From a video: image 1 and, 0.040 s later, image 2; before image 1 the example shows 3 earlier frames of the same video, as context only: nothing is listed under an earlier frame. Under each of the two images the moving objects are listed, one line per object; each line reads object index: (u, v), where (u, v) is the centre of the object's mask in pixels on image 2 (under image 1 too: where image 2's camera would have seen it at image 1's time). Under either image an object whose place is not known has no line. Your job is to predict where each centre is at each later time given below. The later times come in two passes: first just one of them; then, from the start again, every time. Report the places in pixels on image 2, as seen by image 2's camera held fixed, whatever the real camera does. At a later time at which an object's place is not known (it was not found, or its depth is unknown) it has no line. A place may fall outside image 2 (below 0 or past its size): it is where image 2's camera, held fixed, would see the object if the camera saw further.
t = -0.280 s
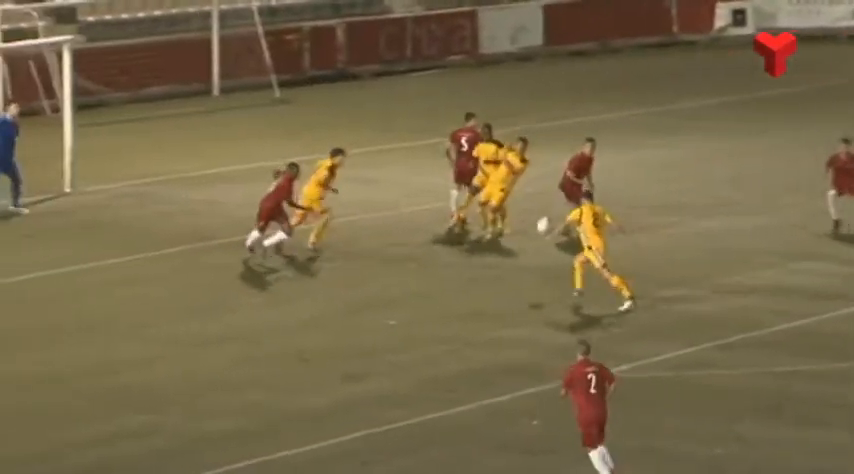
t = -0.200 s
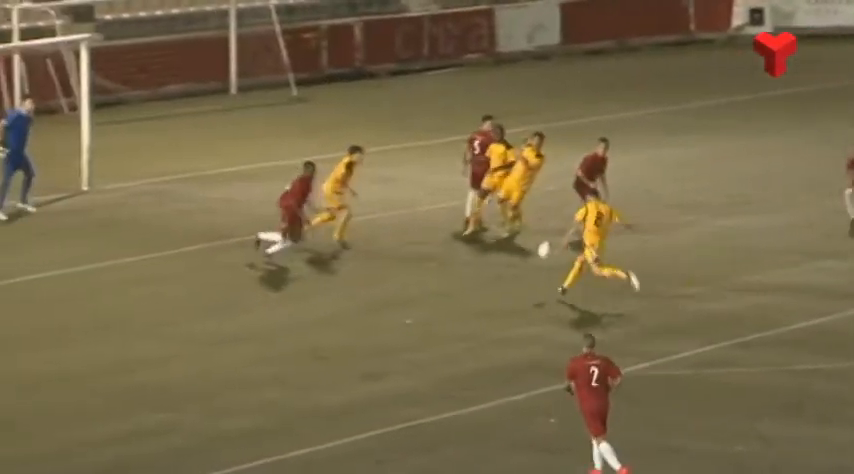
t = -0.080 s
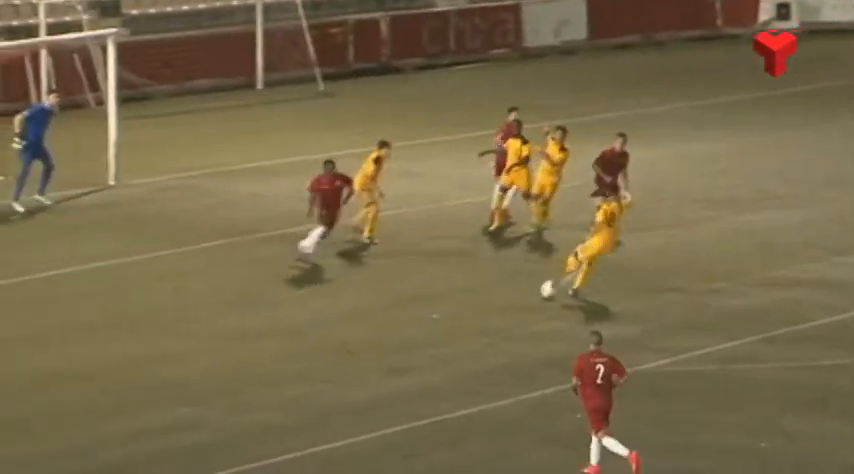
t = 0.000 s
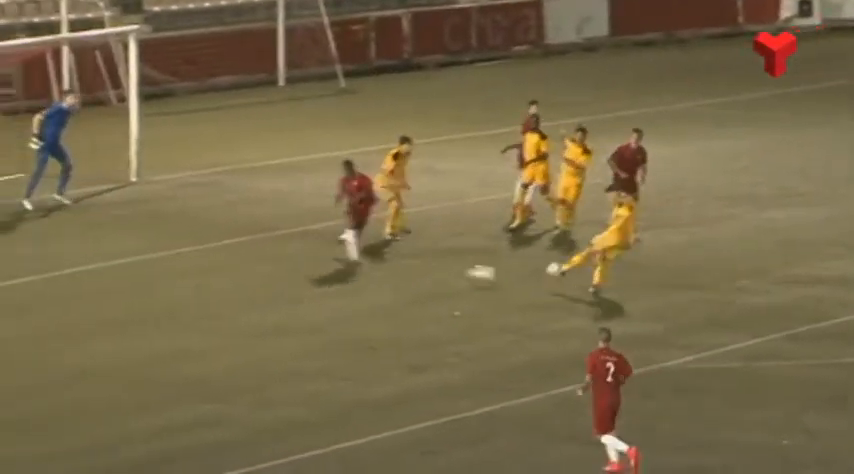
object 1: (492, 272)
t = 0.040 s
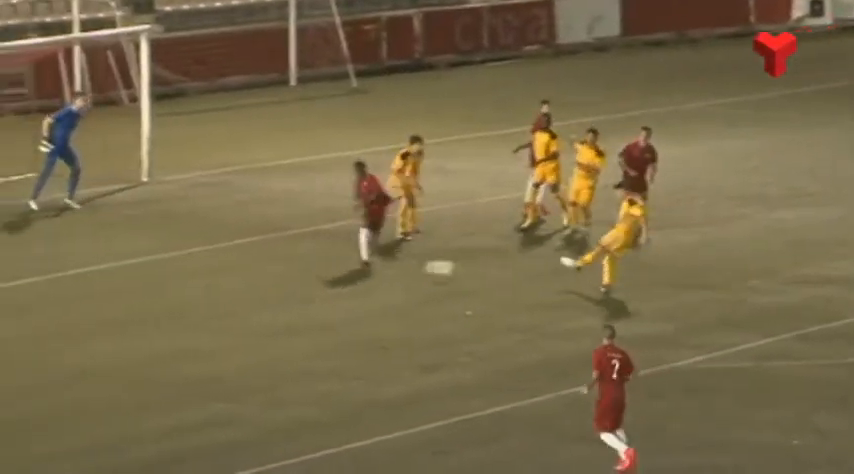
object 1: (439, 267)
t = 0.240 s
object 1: (195, 238)
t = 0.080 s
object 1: (387, 263)
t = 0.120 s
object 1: (336, 259)
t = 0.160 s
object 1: (287, 251)
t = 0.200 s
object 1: (239, 244)
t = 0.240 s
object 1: (195, 238)
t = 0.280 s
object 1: (151, 233)
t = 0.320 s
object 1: (106, 229)
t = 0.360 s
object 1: (61, 226)
